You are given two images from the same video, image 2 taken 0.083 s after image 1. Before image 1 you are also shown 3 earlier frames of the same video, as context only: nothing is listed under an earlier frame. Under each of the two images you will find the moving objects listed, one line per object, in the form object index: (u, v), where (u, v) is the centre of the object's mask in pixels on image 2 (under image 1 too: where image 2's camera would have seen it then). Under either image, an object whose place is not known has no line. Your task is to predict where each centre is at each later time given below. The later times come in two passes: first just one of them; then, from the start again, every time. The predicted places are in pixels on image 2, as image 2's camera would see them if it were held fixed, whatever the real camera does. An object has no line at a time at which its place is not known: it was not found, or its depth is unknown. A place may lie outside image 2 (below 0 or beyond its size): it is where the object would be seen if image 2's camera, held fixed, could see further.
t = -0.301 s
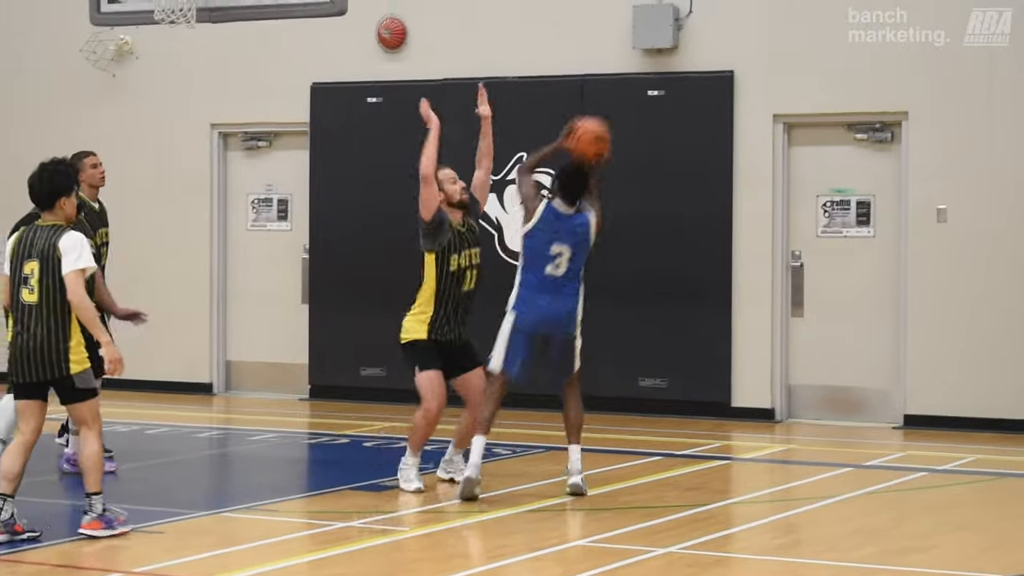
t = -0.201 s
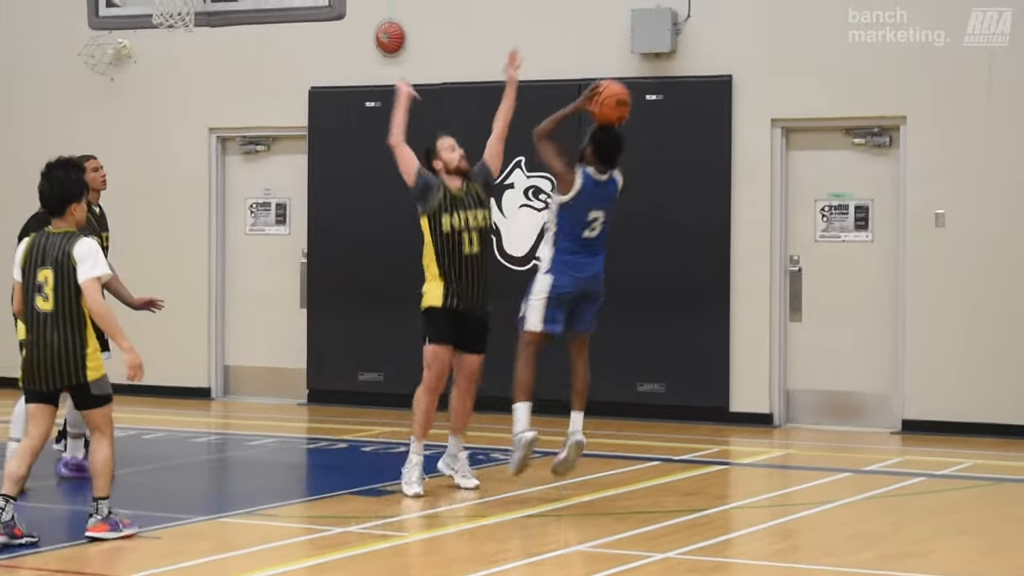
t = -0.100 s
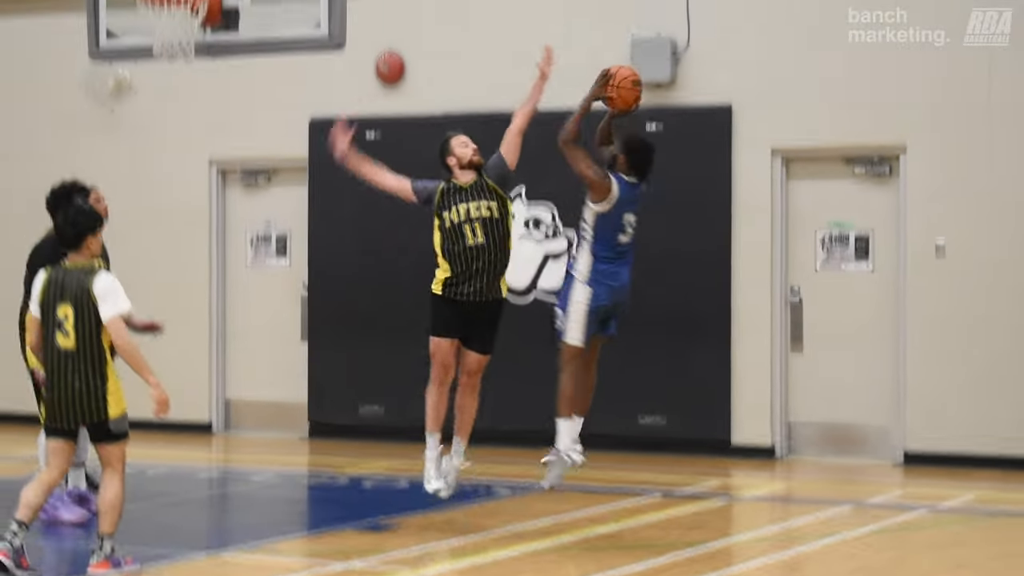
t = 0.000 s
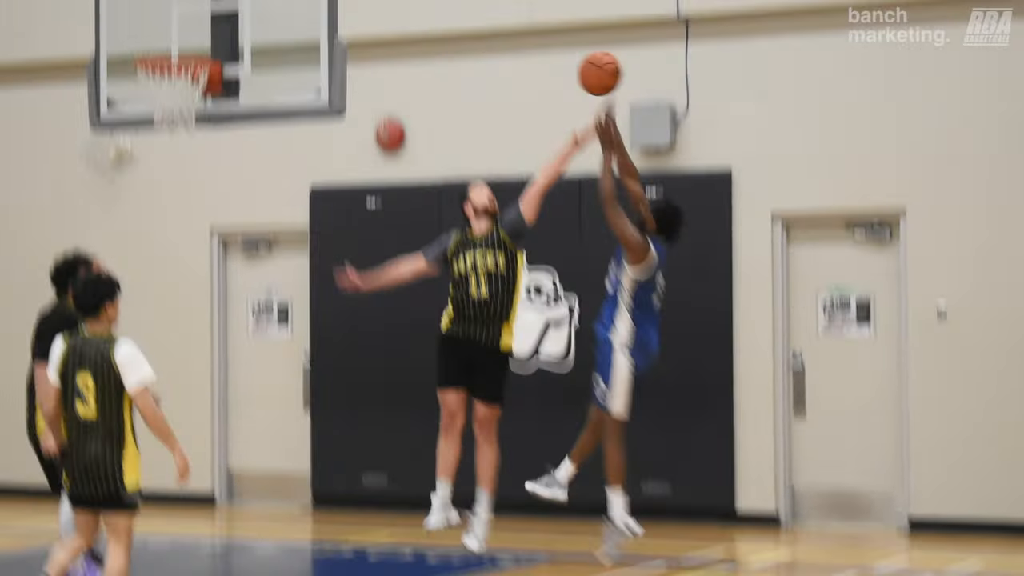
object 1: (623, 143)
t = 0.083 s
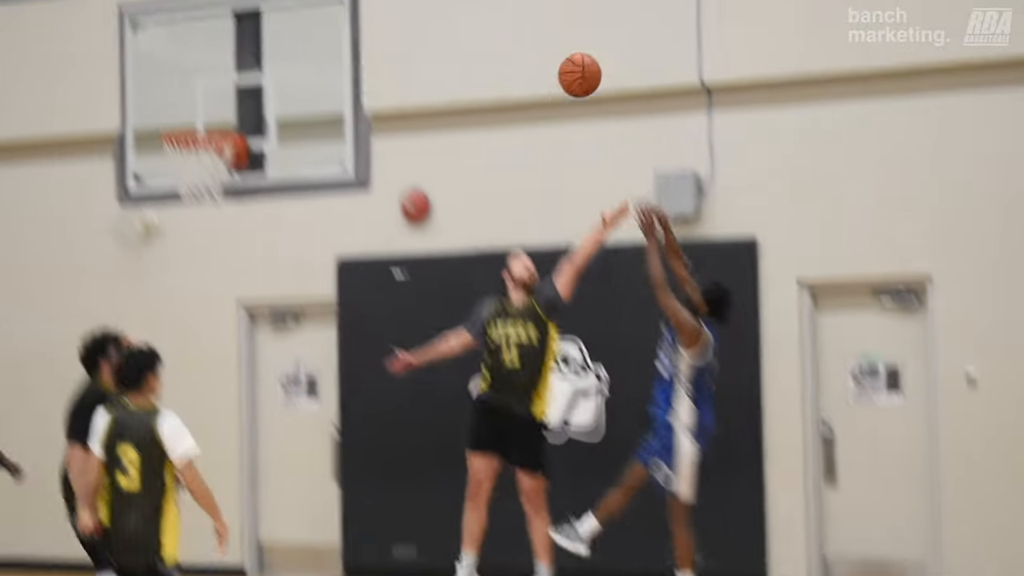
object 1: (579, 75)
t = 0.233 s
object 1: (506, -15)
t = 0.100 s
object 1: (571, 63)
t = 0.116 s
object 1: (563, 51)
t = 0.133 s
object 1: (554, 40)
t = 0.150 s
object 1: (546, 29)
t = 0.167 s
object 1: (538, 19)
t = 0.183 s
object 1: (530, 9)
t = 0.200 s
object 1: (522, 1)
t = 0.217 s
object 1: (514, -7)
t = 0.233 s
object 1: (506, -15)
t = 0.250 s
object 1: (498, -21)
